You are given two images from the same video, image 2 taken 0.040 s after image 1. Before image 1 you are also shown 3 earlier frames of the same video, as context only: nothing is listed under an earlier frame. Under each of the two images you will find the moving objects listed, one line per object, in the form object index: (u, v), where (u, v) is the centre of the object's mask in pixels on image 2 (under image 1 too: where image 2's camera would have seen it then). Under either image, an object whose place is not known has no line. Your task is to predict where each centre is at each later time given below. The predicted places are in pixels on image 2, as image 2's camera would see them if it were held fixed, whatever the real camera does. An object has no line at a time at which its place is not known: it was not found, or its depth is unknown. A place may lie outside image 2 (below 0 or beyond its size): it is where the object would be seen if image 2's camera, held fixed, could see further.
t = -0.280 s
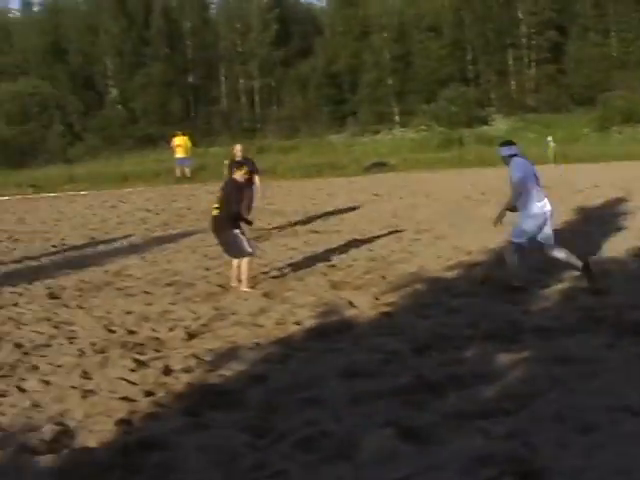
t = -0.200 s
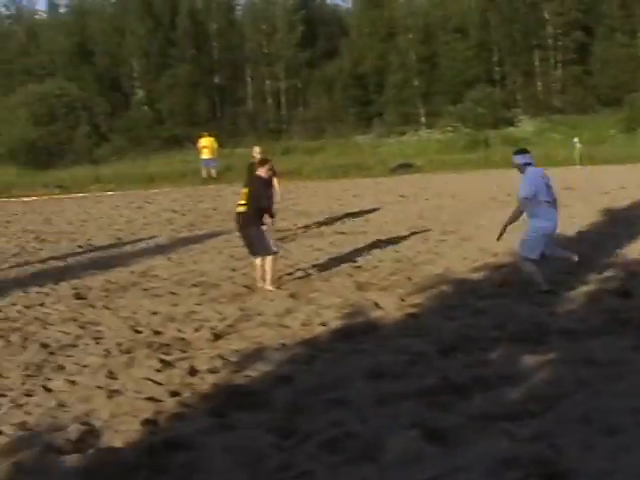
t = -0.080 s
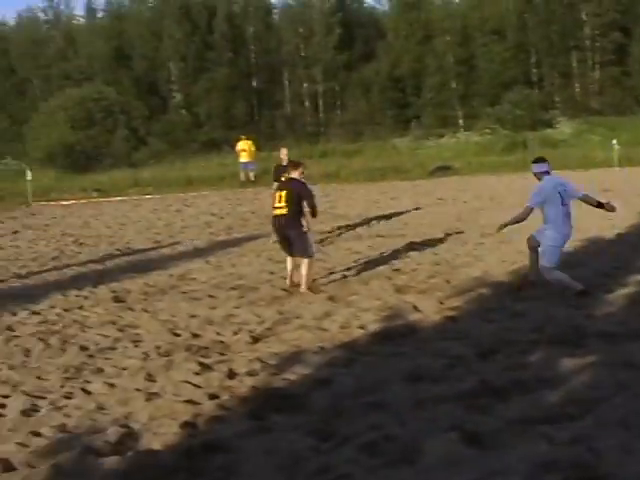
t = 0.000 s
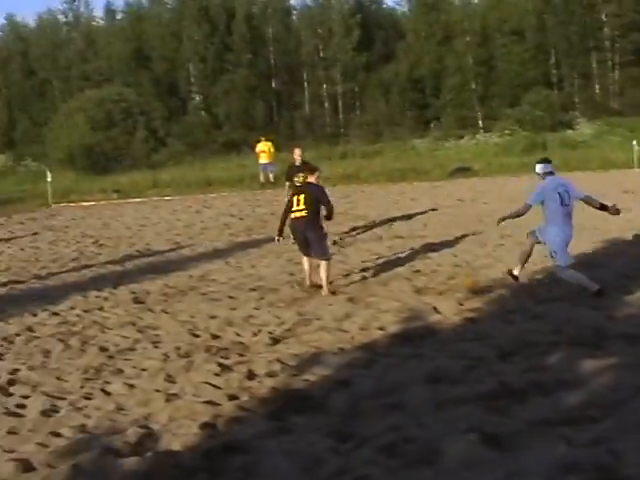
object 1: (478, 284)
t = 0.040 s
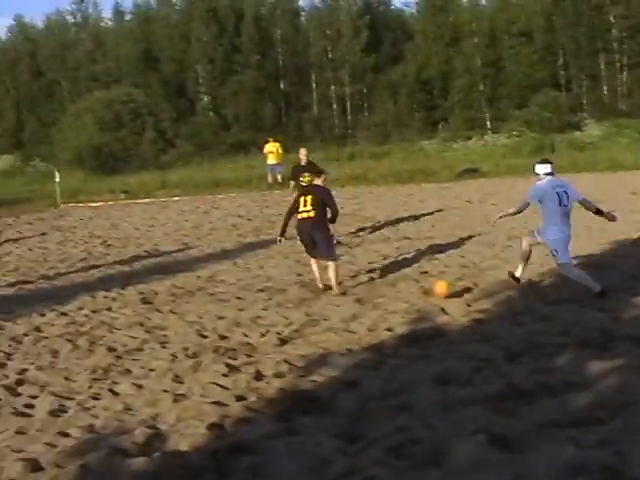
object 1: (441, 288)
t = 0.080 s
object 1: (409, 293)
